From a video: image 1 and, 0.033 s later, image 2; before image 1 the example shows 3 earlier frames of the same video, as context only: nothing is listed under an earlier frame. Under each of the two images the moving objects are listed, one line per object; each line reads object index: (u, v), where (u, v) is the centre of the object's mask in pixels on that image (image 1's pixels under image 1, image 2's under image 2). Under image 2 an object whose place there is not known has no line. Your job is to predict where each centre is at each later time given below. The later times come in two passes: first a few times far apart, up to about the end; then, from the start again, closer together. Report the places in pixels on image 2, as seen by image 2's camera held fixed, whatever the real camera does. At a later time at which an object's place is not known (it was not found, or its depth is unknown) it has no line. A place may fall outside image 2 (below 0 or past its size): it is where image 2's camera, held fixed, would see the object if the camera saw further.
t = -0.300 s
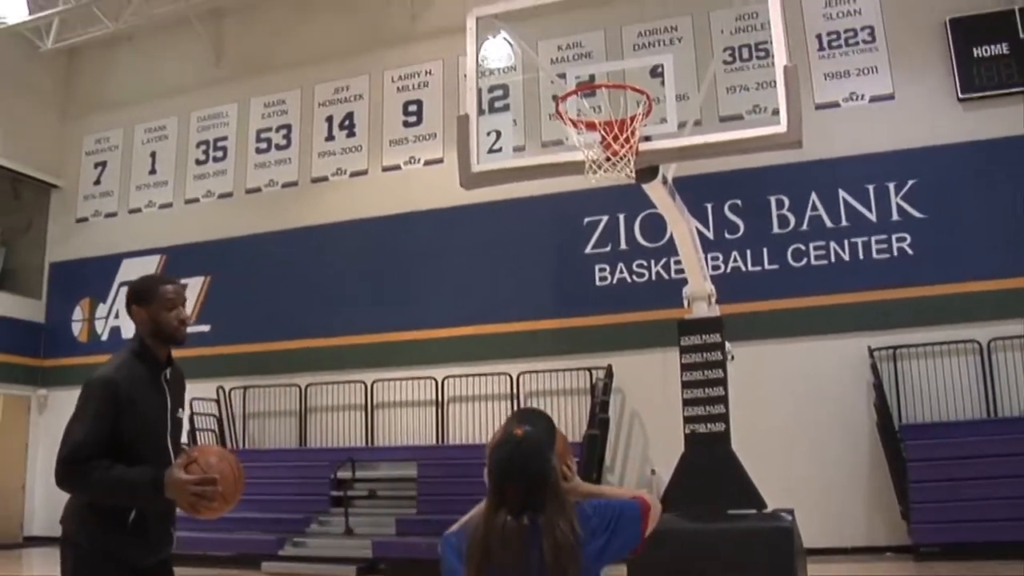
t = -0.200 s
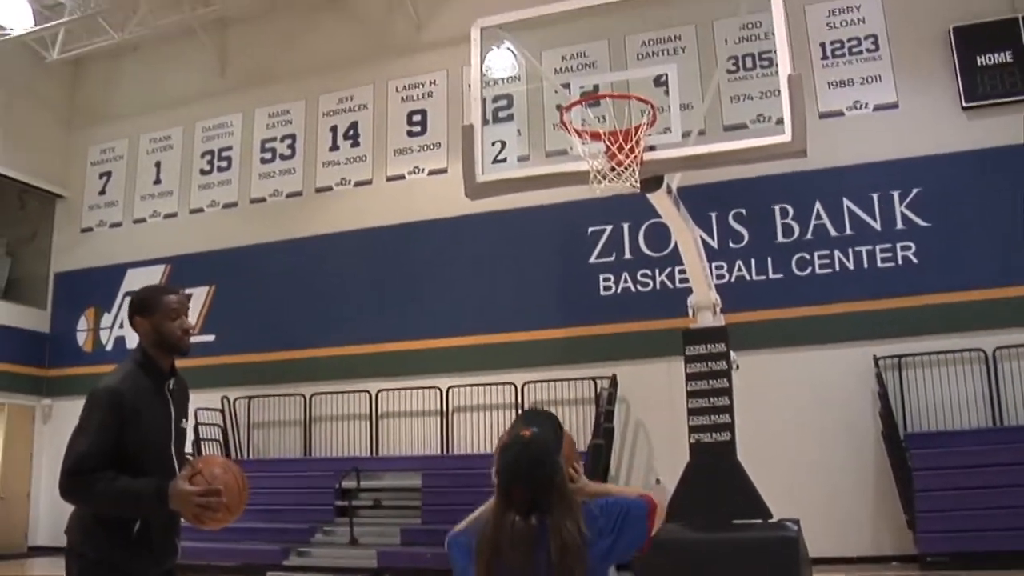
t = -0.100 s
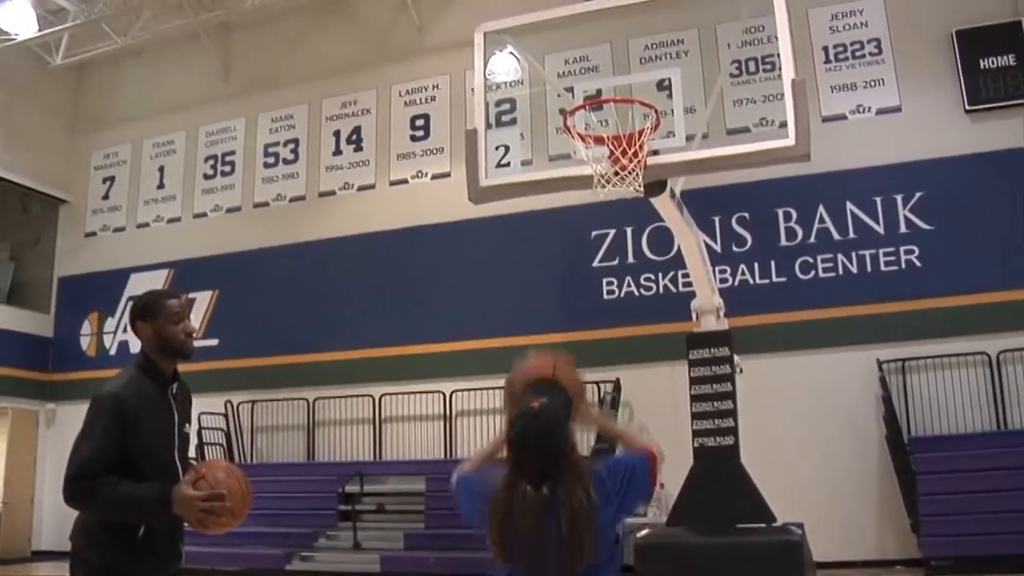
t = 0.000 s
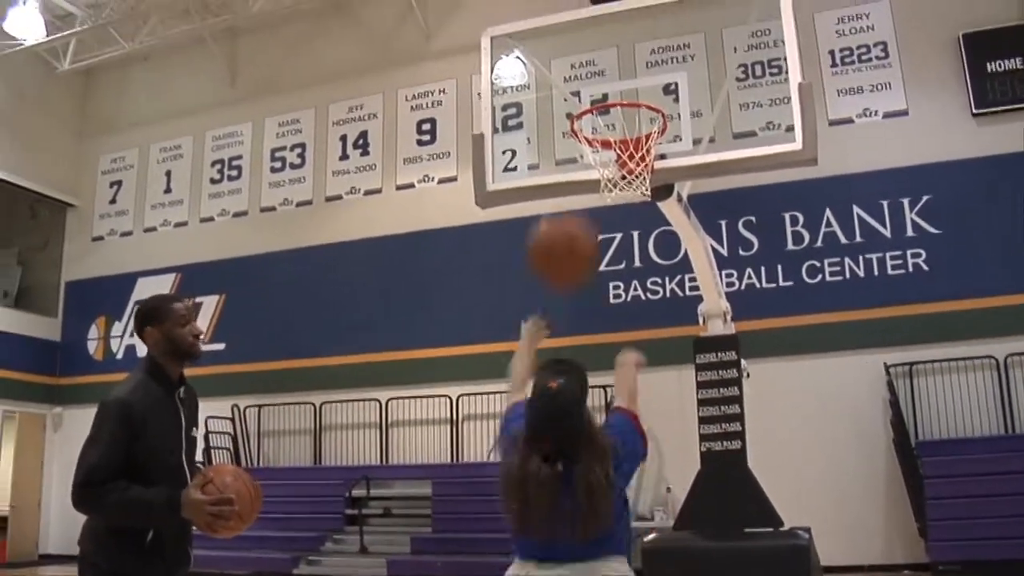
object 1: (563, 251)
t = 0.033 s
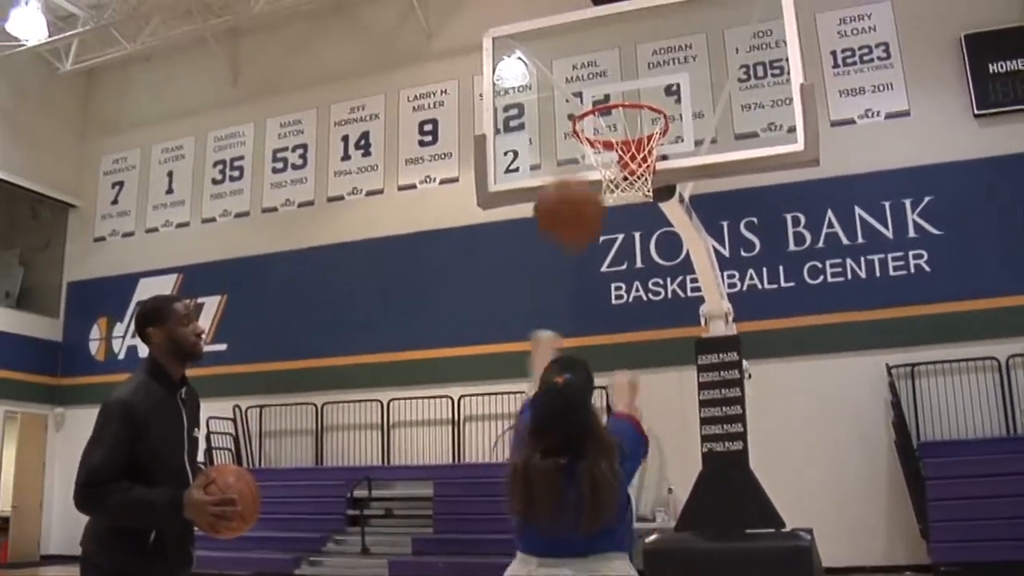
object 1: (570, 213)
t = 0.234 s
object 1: (591, 71)
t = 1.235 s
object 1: (457, 210)
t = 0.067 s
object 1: (572, 175)
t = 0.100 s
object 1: (577, 145)
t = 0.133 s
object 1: (580, 120)
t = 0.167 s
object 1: (584, 100)
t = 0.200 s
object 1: (588, 83)
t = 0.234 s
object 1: (591, 71)
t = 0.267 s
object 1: (594, 59)
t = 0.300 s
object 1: (598, 52)
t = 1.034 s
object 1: (527, 108)
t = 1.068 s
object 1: (516, 119)
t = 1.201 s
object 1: (470, 186)
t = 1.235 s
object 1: (457, 210)
